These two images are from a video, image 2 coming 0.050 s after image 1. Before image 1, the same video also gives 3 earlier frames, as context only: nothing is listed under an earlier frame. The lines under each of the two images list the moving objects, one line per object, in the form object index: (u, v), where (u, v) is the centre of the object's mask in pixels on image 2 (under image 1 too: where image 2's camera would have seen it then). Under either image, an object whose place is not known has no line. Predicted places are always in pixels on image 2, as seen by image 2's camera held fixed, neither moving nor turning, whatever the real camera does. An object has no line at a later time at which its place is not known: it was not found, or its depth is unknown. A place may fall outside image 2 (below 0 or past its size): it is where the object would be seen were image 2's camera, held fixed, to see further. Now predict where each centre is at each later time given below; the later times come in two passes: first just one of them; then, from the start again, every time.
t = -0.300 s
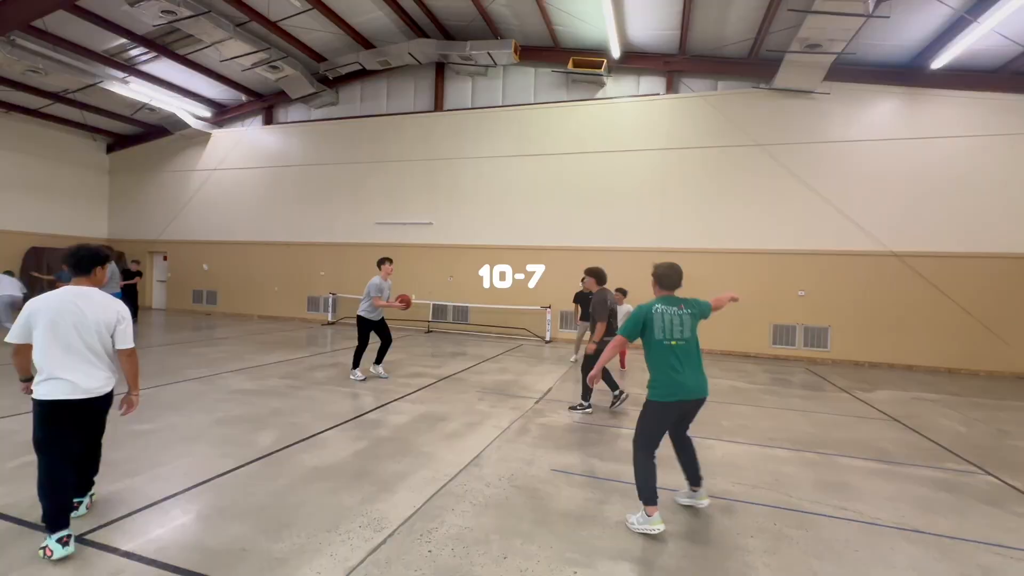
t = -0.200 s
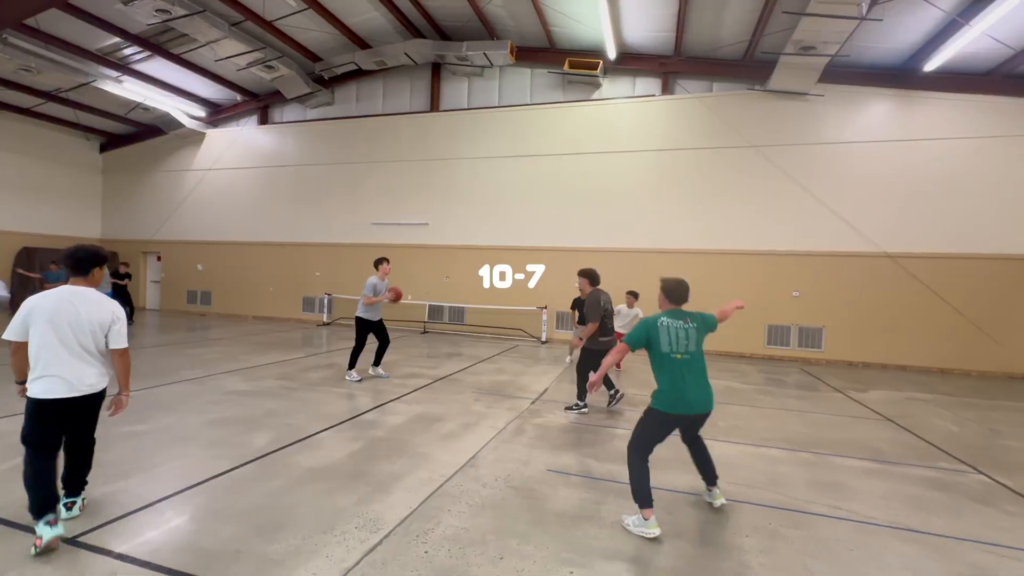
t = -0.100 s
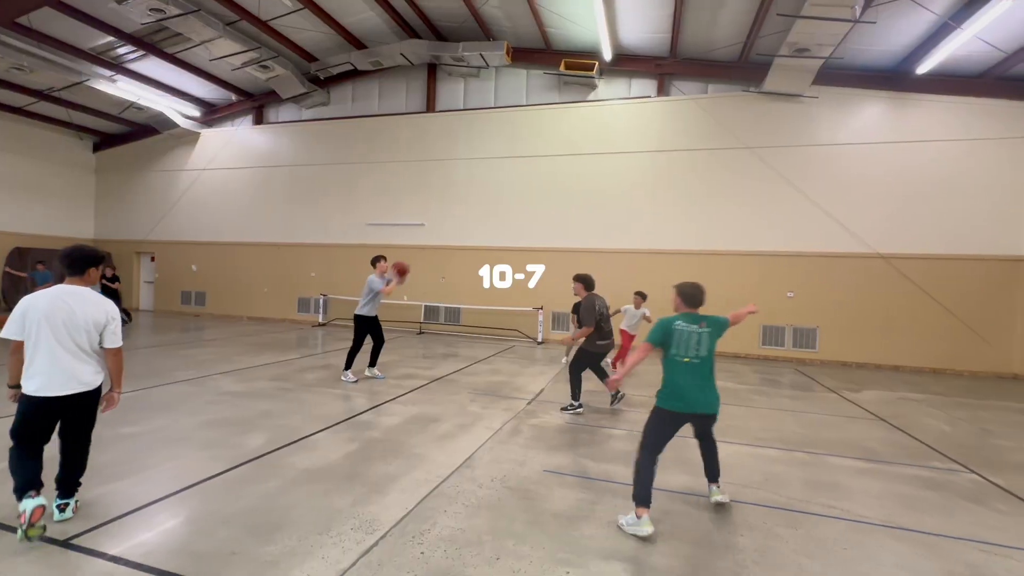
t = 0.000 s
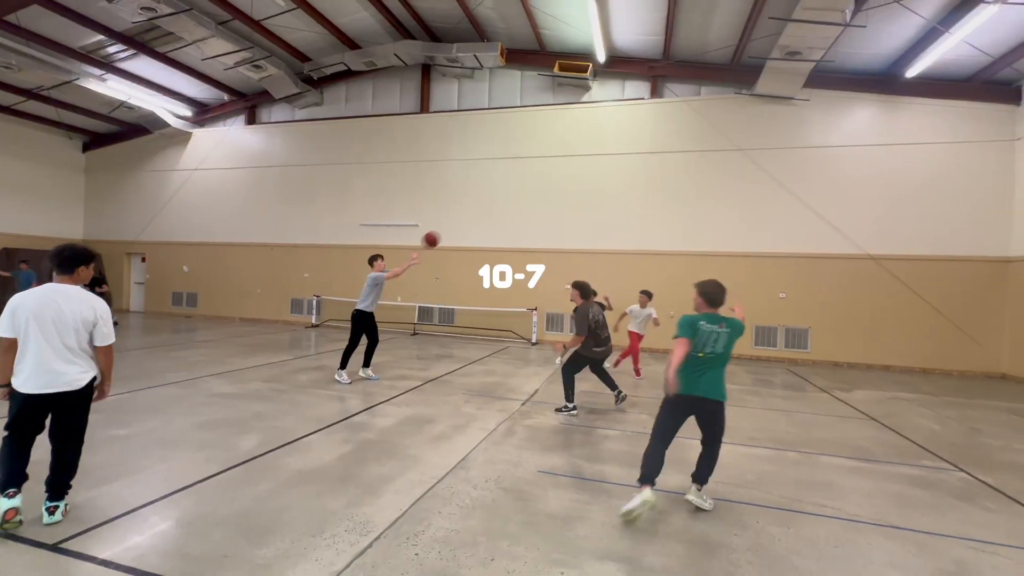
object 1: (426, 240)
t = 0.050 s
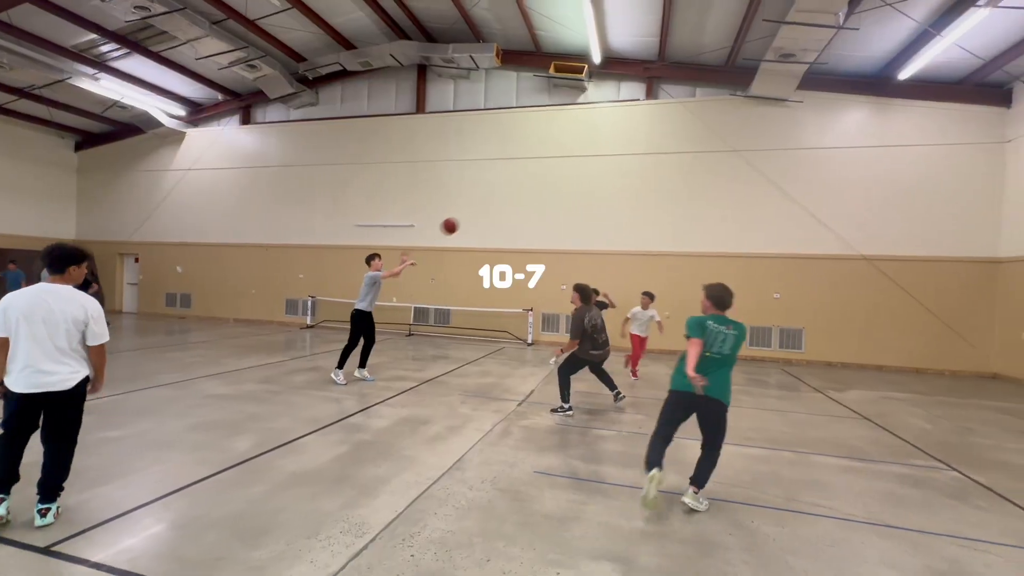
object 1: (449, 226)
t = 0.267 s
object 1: (551, 183)
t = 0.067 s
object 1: (457, 221)
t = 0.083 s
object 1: (465, 217)
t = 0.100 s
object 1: (473, 213)
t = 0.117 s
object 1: (481, 209)
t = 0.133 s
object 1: (488, 205)
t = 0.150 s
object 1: (496, 202)
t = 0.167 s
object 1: (504, 198)
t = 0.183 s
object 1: (512, 195)
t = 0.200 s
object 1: (520, 192)
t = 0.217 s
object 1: (527, 190)
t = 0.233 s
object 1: (535, 187)
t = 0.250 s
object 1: (543, 185)
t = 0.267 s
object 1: (551, 183)
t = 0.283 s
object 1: (559, 180)
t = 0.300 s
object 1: (567, 178)
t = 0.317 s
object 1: (575, 177)
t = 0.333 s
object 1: (582, 175)
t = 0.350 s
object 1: (590, 174)
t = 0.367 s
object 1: (598, 172)
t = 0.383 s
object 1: (606, 172)
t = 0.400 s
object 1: (614, 171)
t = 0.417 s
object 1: (622, 170)
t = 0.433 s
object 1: (629, 169)
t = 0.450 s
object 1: (637, 169)
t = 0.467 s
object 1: (645, 169)
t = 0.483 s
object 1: (652, 169)
